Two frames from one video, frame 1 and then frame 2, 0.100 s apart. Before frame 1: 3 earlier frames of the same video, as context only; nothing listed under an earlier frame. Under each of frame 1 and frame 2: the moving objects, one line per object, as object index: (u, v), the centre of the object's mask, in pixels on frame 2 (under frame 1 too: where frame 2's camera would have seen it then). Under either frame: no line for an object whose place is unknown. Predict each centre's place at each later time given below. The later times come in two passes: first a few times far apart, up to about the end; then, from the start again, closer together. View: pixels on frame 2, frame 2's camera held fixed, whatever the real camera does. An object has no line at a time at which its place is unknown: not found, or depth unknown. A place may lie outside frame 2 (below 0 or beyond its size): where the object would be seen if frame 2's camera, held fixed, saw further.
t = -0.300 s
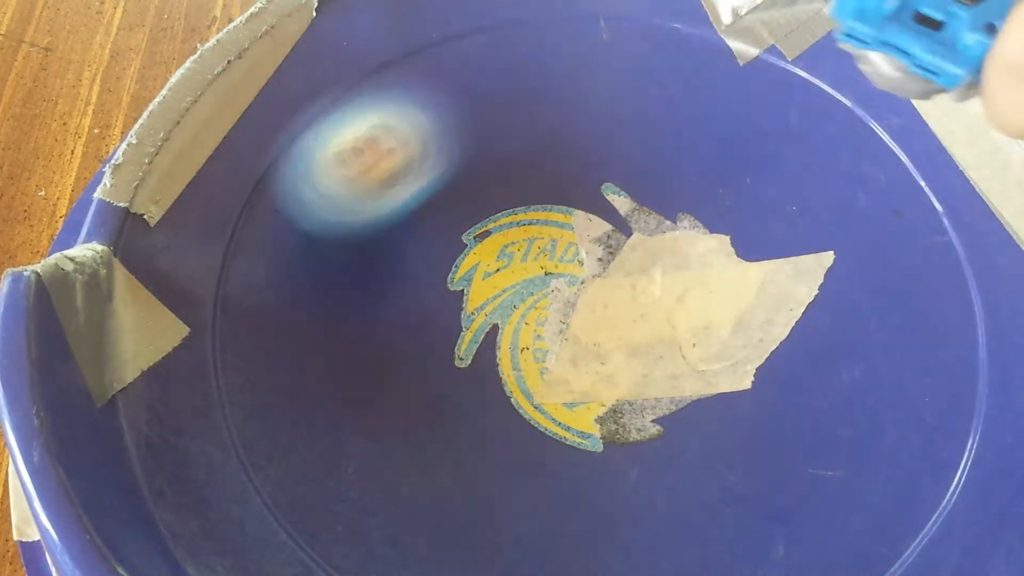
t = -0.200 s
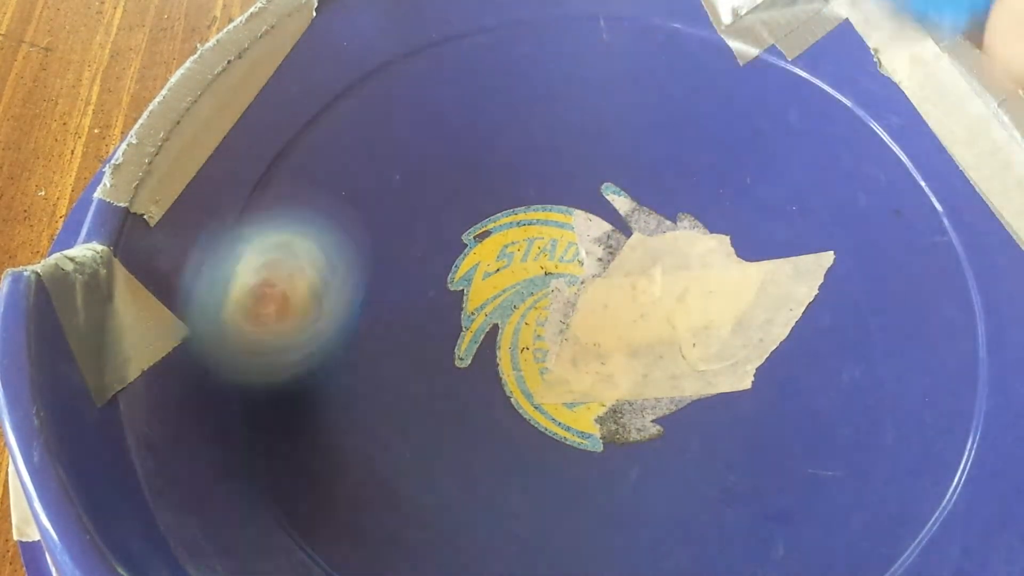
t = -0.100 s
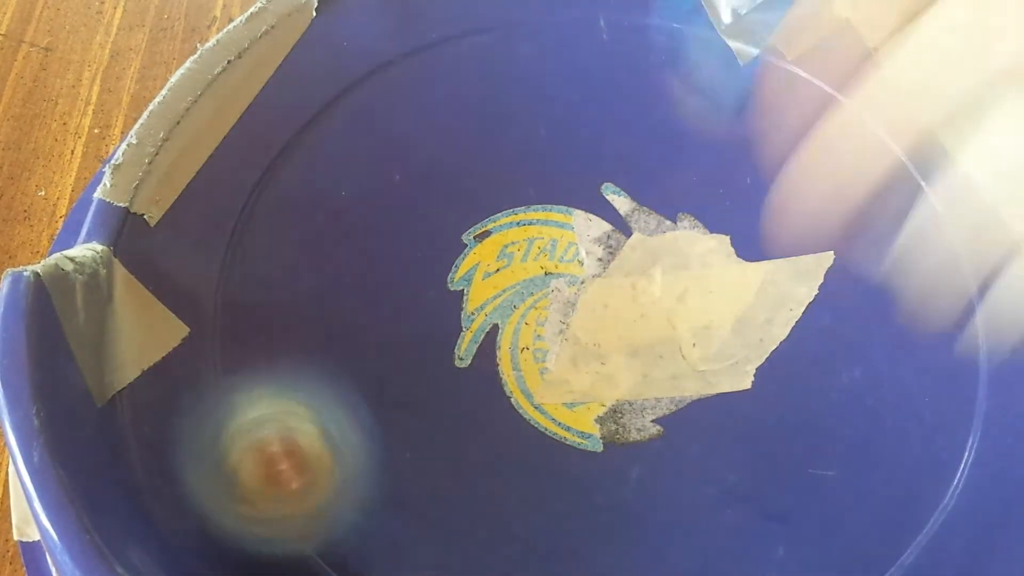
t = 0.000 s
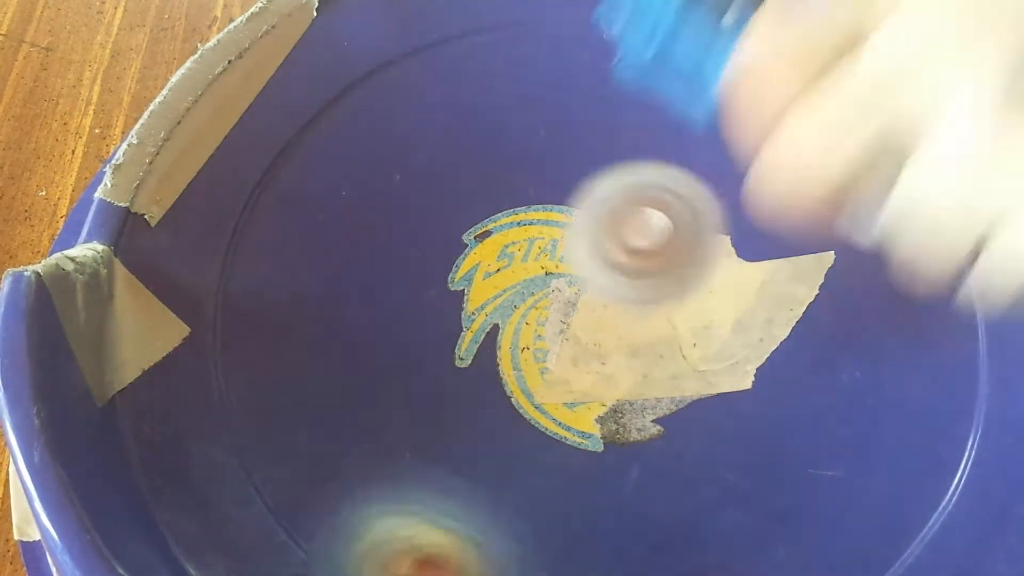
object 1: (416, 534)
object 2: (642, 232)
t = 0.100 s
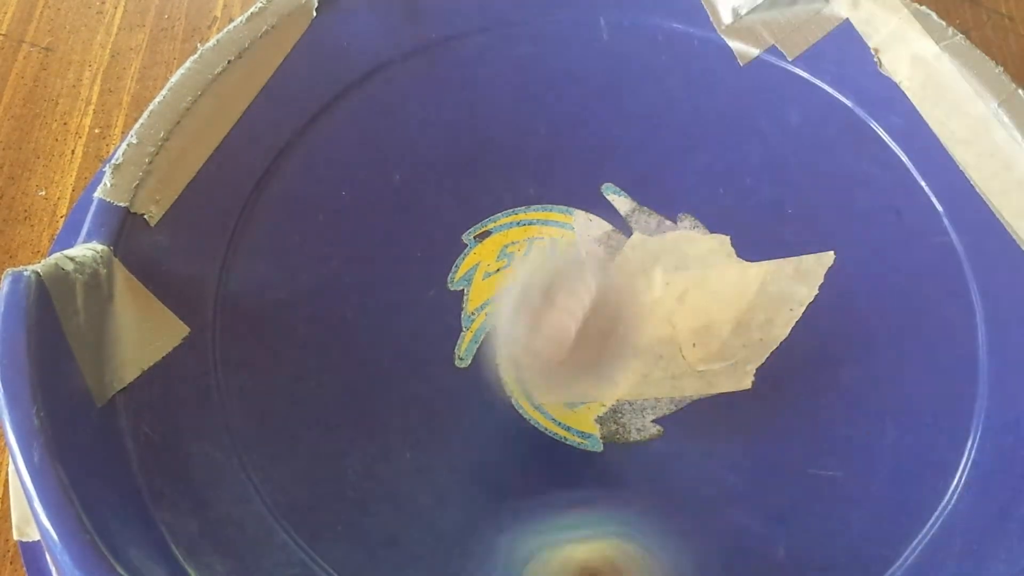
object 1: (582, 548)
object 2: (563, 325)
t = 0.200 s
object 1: (750, 519)
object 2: (646, 360)
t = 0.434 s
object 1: (940, 424)
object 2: (716, 215)
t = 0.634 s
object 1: (818, 222)
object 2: (637, 224)
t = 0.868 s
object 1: (628, 164)
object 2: (549, 401)
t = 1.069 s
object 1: (481, 335)
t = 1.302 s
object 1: (672, 476)
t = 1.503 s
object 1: (779, 357)
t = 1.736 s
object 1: (623, 225)
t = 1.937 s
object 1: (469, 273)
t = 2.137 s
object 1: (448, 332)
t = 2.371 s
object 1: (557, 385)
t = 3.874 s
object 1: (648, 262)
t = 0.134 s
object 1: (634, 543)
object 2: (572, 344)
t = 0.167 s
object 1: (691, 534)
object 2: (609, 348)
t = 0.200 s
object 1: (750, 519)
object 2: (646, 360)
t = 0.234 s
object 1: (807, 524)
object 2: (669, 340)
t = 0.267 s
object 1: (860, 533)
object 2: (676, 311)
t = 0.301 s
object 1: (895, 512)
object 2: (689, 268)
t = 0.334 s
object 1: (911, 501)
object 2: (701, 246)
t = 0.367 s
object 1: (923, 490)
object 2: (712, 234)
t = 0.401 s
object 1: (934, 457)
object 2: (716, 223)
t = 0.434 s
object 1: (940, 424)
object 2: (716, 215)
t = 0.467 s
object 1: (939, 386)
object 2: (711, 209)
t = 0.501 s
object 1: (935, 348)
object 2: (703, 204)
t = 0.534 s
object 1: (921, 311)
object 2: (690, 202)
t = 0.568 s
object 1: (896, 278)
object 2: (672, 206)
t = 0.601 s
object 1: (861, 246)
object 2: (653, 211)
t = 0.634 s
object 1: (818, 222)
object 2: (637, 224)
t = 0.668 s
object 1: (786, 203)
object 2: (622, 239)
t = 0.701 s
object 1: (778, 187)
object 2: (579, 259)
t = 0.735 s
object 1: (759, 175)
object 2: (554, 277)
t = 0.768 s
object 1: (733, 167)
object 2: (539, 302)
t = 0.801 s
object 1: (701, 161)
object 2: (534, 337)
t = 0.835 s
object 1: (664, 161)
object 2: (536, 366)
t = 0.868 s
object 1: (628, 164)
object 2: (549, 401)
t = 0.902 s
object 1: (592, 175)
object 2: (576, 433)
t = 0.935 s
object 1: (557, 193)
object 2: (610, 459)
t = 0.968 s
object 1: (527, 220)
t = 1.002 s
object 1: (505, 254)
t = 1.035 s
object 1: (489, 294)
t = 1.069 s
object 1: (481, 335)
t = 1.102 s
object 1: (484, 372)
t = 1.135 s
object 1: (497, 409)
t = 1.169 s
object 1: (527, 439)
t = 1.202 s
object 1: (561, 463)
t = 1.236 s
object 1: (598, 475)
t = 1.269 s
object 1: (638, 480)
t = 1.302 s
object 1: (672, 476)
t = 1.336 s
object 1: (705, 468)
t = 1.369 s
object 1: (734, 455)
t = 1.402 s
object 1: (757, 435)
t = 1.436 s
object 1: (773, 411)
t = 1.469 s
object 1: (779, 383)
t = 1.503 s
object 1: (779, 357)
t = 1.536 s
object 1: (772, 329)
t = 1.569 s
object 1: (756, 298)
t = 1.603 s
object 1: (732, 273)
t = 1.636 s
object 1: (703, 254)
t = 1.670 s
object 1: (676, 241)
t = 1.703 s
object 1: (646, 229)
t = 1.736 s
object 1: (623, 225)
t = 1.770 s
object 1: (601, 222)
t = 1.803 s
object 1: (574, 227)
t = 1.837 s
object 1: (545, 233)
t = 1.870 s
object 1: (520, 243)
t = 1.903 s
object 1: (493, 257)
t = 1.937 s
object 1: (469, 273)
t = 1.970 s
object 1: (456, 289)
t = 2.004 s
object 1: (450, 297)
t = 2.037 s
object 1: (449, 302)
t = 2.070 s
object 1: (449, 315)
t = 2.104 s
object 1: (447, 322)
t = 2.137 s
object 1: (448, 332)
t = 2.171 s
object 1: (456, 346)
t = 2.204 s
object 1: (465, 362)
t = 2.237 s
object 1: (478, 372)
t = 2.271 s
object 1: (494, 381)
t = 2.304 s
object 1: (514, 386)
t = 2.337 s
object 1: (537, 388)
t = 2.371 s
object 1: (557, 385)
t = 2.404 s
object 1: (574, 379)
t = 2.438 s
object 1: (590, 369)
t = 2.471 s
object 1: (595, 360)
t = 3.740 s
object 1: (622, 258)
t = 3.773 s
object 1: (631, 261)
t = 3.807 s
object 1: (637, 262)
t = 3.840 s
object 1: (642, 263)
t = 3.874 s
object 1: (648, 262)
